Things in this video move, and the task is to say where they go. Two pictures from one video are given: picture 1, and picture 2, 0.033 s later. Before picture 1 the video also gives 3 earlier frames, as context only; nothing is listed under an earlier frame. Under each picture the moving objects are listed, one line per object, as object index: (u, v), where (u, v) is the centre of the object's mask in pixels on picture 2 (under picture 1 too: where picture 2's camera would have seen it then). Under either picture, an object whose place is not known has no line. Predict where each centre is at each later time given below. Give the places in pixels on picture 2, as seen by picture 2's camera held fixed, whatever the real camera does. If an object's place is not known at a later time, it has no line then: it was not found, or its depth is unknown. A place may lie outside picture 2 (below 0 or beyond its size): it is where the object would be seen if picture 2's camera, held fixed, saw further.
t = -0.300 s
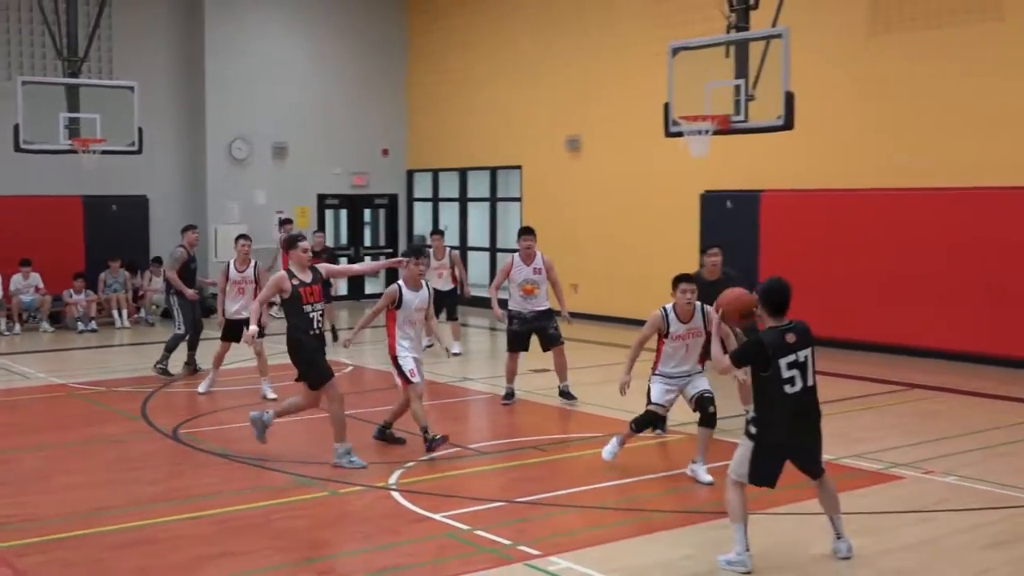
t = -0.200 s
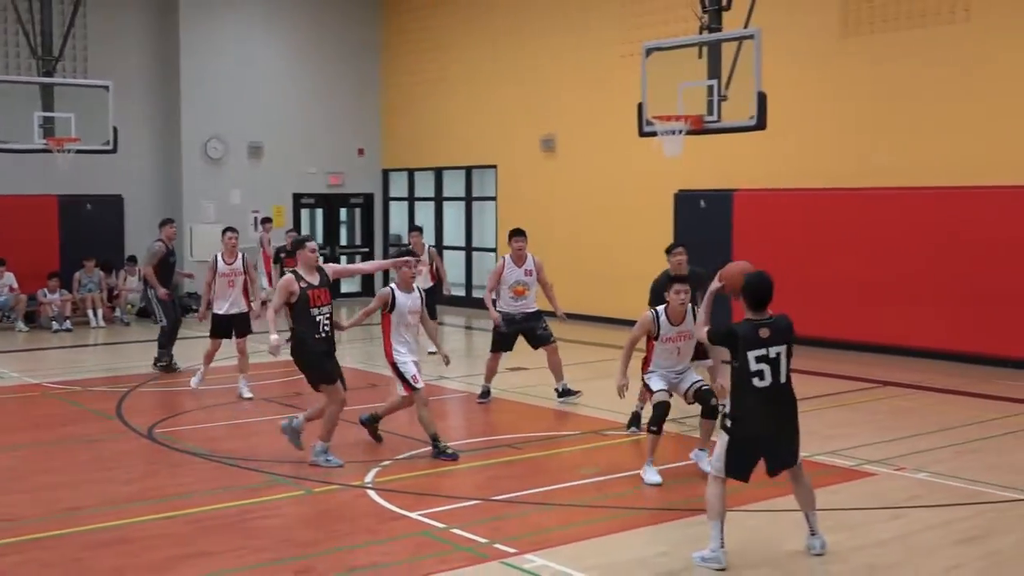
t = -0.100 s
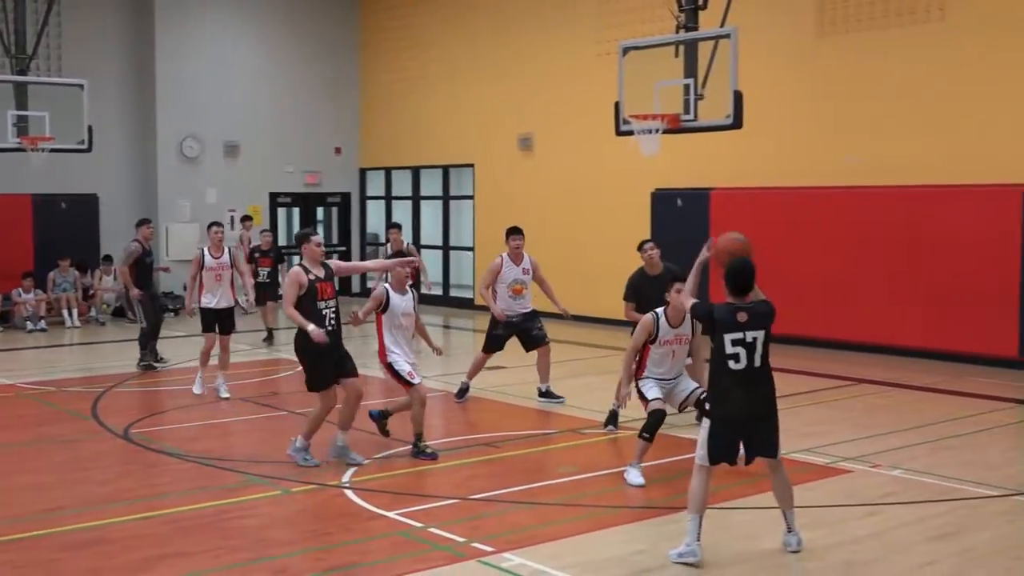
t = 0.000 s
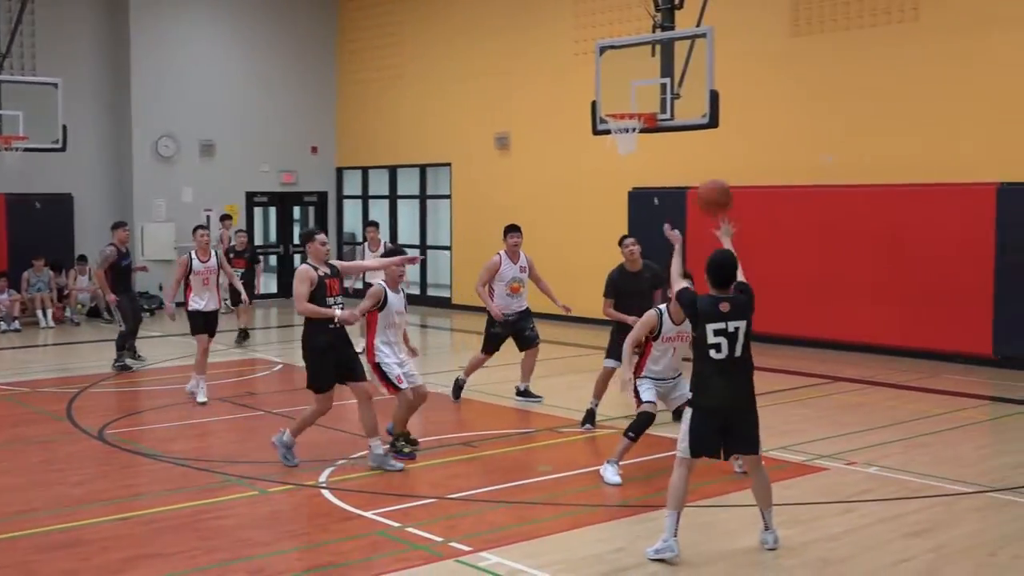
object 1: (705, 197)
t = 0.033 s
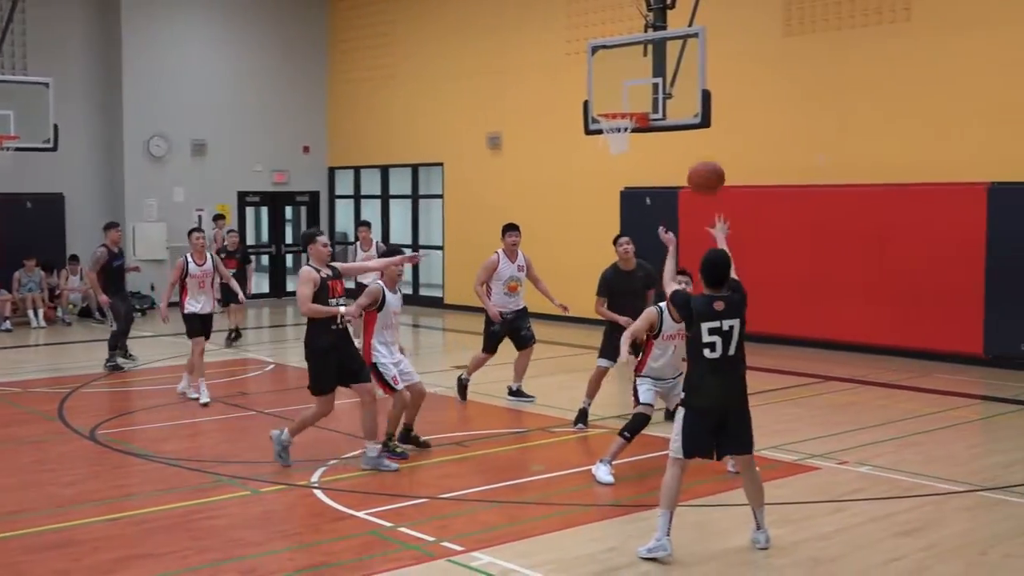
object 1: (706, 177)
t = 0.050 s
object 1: (706, 170)
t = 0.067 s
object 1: (706, 163)
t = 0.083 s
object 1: (707, 156)
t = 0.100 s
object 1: (707, 149)
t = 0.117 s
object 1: (707, 143)
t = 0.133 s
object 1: (707, 137)
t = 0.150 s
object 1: (707, 132)
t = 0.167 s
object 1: (707, 127)
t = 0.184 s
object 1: (707, 124)
